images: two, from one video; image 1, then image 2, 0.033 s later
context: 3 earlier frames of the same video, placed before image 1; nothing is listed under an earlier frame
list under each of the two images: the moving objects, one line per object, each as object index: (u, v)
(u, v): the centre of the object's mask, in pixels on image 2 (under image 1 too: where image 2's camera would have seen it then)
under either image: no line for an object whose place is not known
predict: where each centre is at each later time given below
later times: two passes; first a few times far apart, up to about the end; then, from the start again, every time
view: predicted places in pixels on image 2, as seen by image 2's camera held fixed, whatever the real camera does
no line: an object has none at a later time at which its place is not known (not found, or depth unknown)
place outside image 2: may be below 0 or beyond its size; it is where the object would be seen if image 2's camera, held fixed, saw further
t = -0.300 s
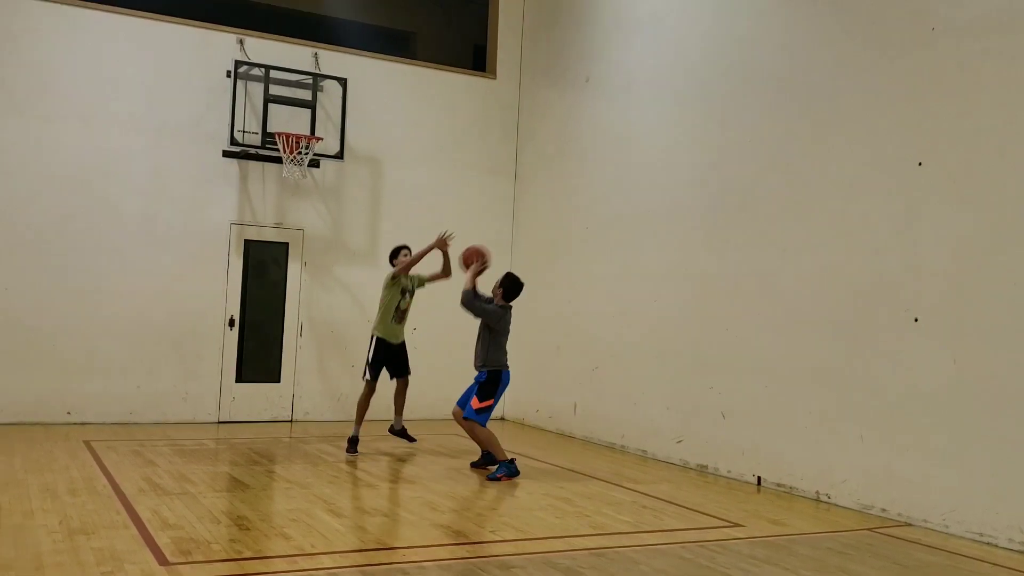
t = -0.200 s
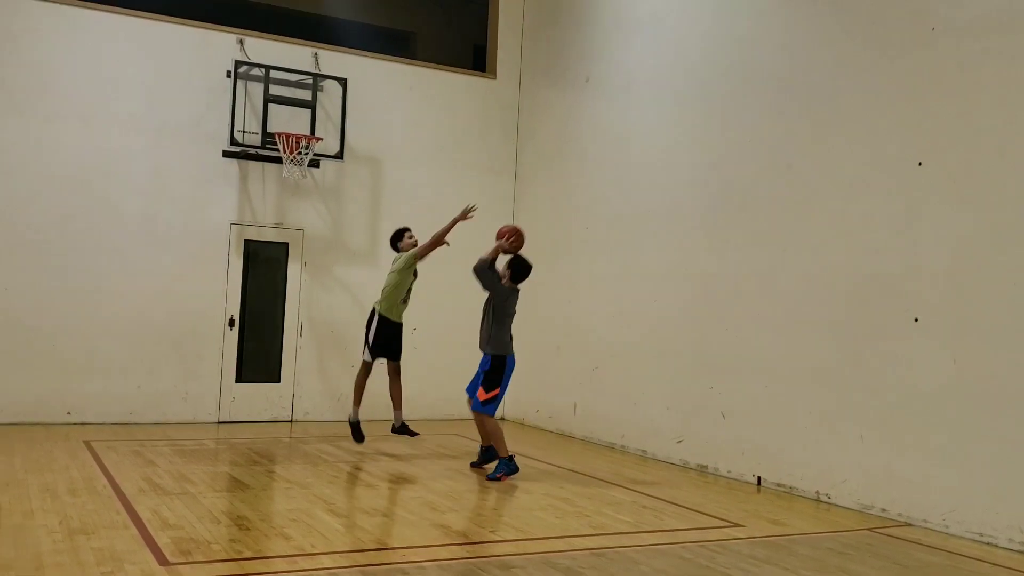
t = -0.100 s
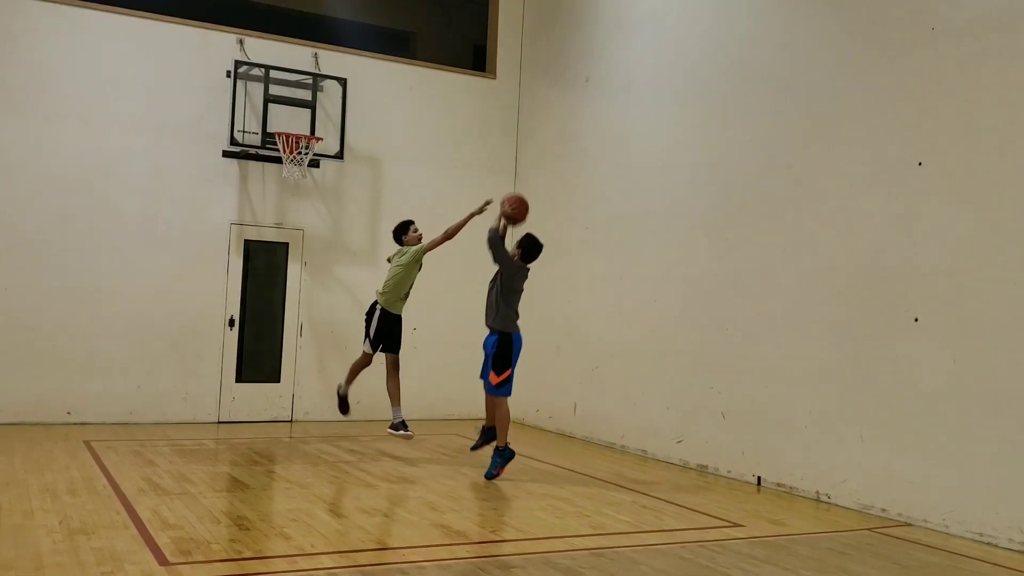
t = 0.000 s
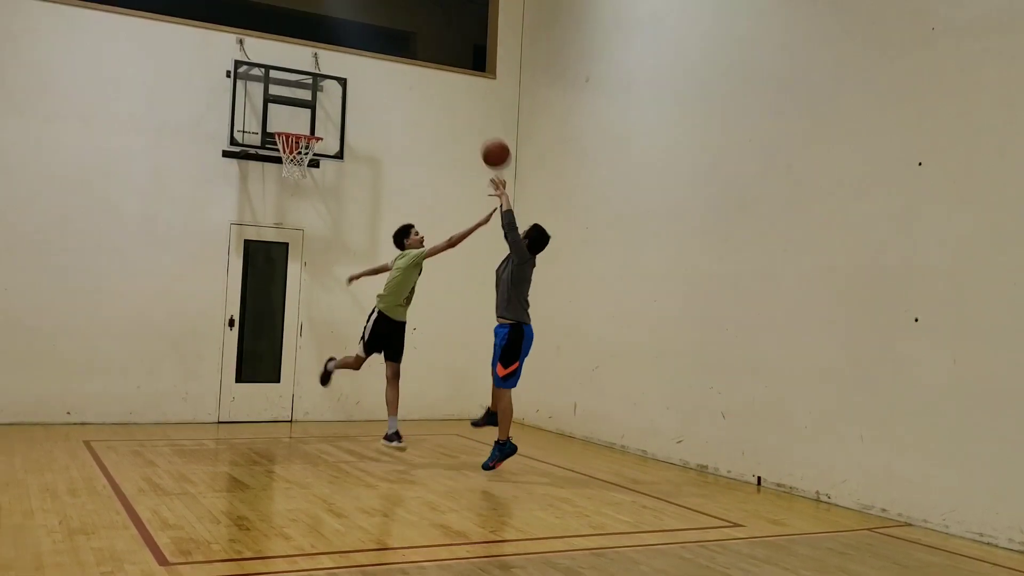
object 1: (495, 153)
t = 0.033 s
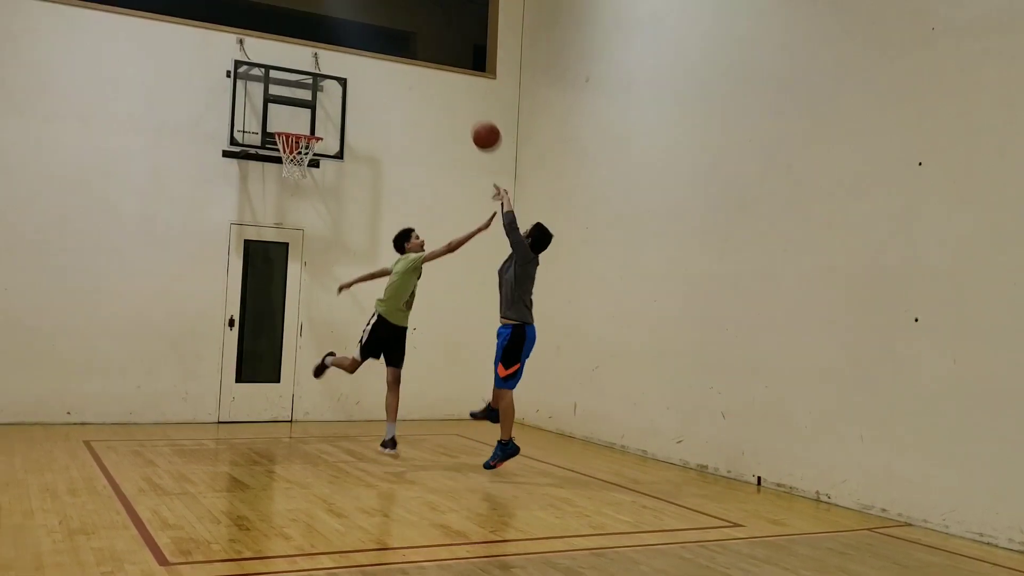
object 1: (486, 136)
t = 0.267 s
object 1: (423, 54)
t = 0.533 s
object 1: (359, 40)
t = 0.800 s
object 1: (301, 95)
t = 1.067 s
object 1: (317, 152)
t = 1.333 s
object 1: (314, 157)
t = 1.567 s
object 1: (282, 193)
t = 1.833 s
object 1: (246, 289)
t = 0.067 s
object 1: (477, 120)
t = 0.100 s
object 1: (467, 105)
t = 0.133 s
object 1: (458, 92)
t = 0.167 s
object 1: (449, 80)
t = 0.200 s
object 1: (440, 70)
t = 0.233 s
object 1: (431, 61)
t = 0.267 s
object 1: (423, 54)
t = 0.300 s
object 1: (415, 48)
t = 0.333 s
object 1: (406, 44)
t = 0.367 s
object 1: (398, 40)
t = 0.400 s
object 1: (390, 38)
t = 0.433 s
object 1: (382, 37)
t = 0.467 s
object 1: (374, 37)
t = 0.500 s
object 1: (367, 38)
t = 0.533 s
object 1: (359, 40)
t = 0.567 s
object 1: (352, 43)
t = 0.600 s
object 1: (344, 48)
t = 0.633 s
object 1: (337, 53)
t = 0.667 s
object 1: (329, 61)
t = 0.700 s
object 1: (322, 68)
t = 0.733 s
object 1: (314, 76)
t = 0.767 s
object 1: (308, 85)
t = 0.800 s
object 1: (301, 95)
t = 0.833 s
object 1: (294, 106)
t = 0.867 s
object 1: (292, 113)
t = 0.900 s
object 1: (291, 120)
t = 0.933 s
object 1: (291, 125)
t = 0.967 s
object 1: (291, 129)
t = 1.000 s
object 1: (299, 132)
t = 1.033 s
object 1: (310, 148)
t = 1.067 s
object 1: (317, 152)
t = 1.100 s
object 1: (322, 153)
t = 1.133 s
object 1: (324, 154)
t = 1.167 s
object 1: (324, 151)
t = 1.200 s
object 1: (323, 155)
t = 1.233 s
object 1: (322, 155)
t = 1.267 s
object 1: (319, 156)
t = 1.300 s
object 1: (317, 157)
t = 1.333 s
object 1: (314, 157)
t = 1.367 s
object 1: (309, 160)
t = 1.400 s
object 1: (297, 163)
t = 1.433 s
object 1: (296, 174)
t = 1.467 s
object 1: (293, 179)
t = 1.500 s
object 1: (289, 182)
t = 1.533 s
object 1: (286, 186)
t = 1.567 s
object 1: (282, 193)
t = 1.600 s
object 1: (278, 201)
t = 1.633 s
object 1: (273, 210)
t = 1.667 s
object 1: (269, 220)
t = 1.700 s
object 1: (265, 232)
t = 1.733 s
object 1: (260, 245)
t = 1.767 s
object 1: (256, 258)
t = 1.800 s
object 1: (251, 273)
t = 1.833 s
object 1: (246, 289)
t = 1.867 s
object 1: (242, 306)
